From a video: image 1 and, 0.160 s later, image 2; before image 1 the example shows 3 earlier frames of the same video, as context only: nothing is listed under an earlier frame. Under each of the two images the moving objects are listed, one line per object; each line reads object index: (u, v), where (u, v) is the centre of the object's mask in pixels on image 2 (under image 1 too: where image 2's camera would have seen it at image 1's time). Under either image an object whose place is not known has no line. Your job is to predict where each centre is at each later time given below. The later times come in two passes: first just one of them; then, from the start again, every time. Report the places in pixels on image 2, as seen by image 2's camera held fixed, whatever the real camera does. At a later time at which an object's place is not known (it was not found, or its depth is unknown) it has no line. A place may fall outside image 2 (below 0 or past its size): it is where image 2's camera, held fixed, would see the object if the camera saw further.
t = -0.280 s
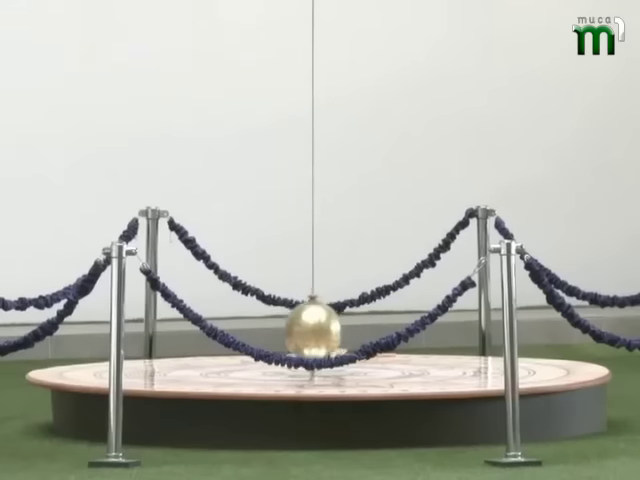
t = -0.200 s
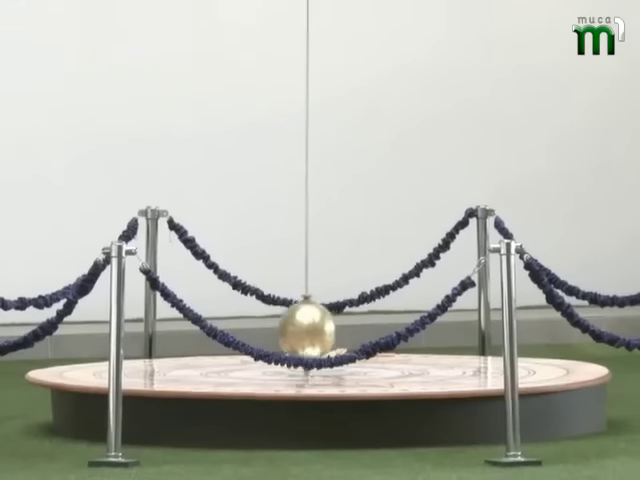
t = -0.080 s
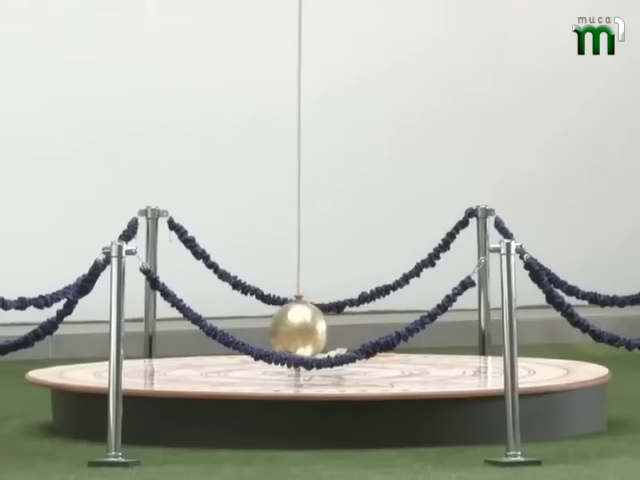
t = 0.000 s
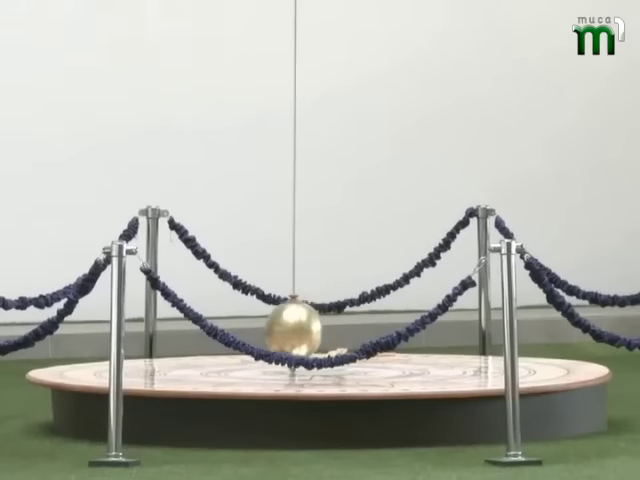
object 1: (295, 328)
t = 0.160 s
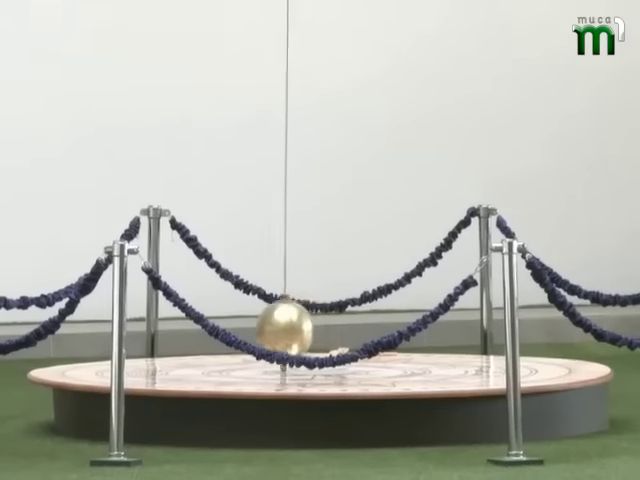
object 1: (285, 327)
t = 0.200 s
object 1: (283, 327)
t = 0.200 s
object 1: (283, 327)
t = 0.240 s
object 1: (281, 326)
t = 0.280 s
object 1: (278, 326)
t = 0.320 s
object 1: (276, 326)
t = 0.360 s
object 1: (274, 326)
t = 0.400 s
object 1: (272, 326)
